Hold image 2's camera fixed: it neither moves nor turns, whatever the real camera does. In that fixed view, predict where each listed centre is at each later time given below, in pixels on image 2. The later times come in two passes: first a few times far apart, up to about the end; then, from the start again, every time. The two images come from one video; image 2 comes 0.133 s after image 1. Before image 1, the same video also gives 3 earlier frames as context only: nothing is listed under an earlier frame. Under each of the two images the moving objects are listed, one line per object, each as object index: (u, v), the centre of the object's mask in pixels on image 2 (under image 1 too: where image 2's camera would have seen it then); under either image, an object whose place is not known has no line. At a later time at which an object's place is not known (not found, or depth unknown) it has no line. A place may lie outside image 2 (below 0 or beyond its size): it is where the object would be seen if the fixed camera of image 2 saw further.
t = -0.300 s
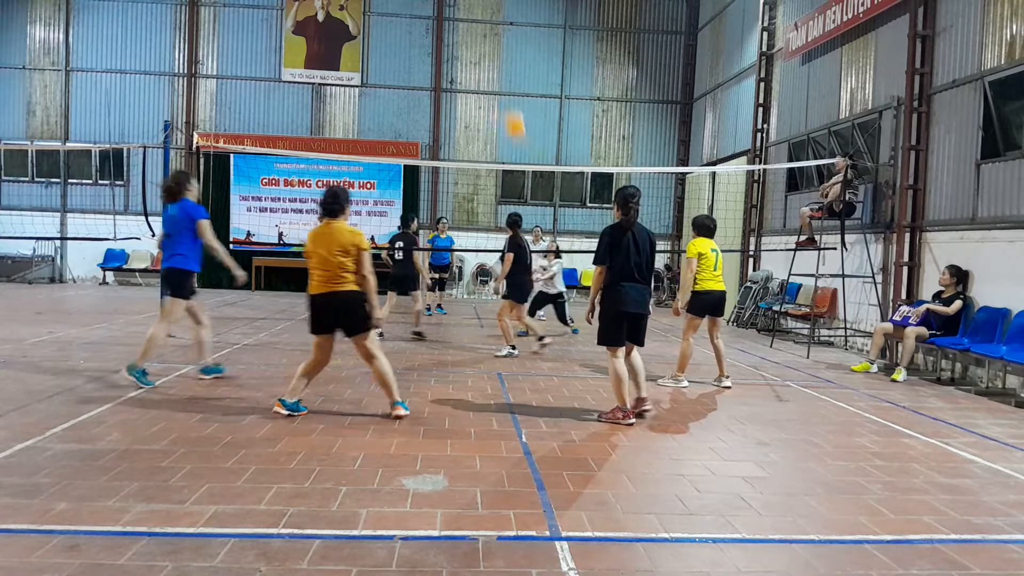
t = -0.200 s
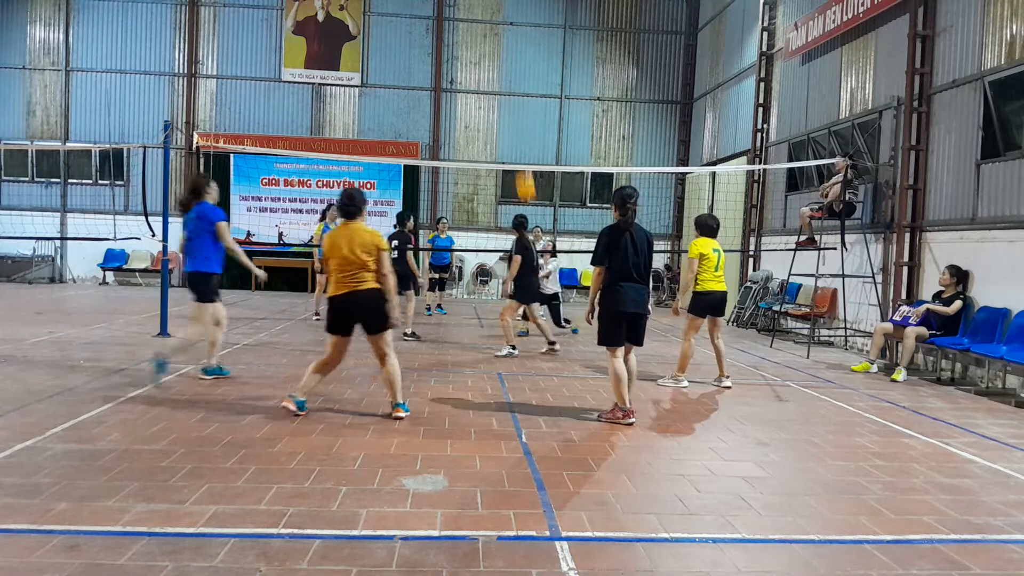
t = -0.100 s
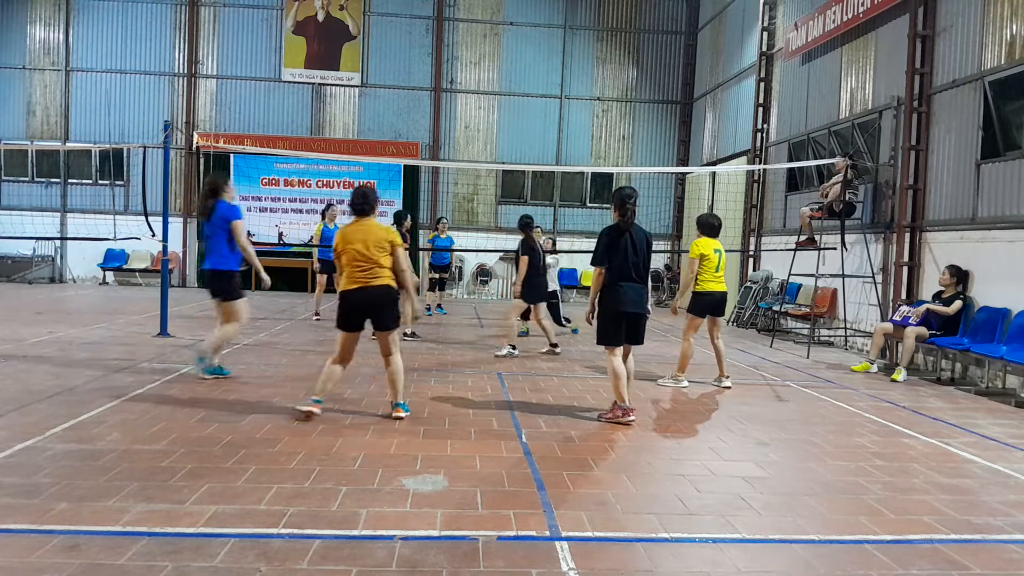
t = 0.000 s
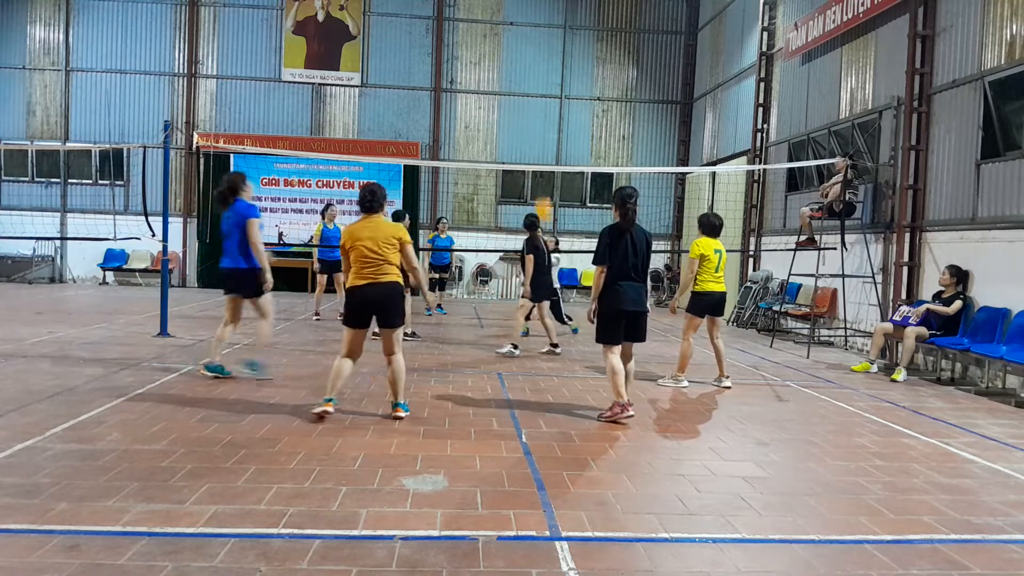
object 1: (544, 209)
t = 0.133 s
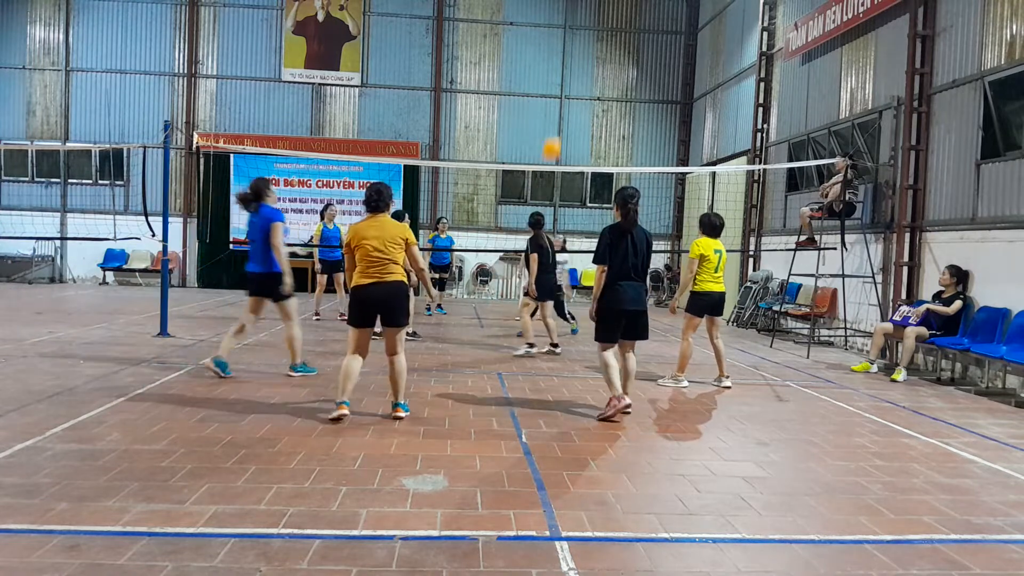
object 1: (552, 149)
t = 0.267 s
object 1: (560, 100)
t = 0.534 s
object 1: (570, 50)
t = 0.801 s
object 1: (577, 57)
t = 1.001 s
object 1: (581, 99)
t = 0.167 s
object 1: (554, 135)
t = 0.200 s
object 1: (555, 123)
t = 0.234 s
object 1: (557, 111)
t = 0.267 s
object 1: (560, 100)
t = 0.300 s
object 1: (561, 91)
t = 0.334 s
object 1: (563, 82)
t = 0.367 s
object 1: (564, 74)
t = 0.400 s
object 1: (565, 67)
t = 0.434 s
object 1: (567, 61)
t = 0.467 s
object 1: (568, 57)
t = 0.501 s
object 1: (569, 53)
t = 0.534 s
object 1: (570, 50)
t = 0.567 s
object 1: (571, 47)
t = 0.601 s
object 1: (572, 46)
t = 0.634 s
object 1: (572, 46)
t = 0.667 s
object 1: (573, 46)
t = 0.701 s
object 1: (574, 48)
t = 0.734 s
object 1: (575, 50)
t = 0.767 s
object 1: (576, 53)
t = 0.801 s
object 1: (577, 57)
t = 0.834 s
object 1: (577, 62)
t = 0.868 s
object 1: (578, 68)
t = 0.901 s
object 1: (579, 74)
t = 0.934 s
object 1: (580, 82)
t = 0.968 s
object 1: (580, 90)
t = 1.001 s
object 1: (581, 99)
